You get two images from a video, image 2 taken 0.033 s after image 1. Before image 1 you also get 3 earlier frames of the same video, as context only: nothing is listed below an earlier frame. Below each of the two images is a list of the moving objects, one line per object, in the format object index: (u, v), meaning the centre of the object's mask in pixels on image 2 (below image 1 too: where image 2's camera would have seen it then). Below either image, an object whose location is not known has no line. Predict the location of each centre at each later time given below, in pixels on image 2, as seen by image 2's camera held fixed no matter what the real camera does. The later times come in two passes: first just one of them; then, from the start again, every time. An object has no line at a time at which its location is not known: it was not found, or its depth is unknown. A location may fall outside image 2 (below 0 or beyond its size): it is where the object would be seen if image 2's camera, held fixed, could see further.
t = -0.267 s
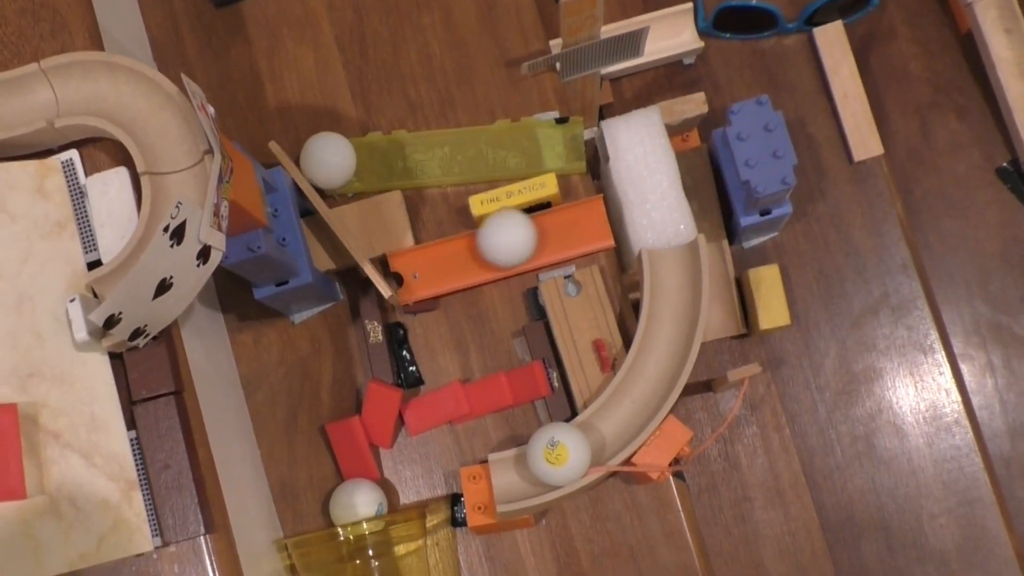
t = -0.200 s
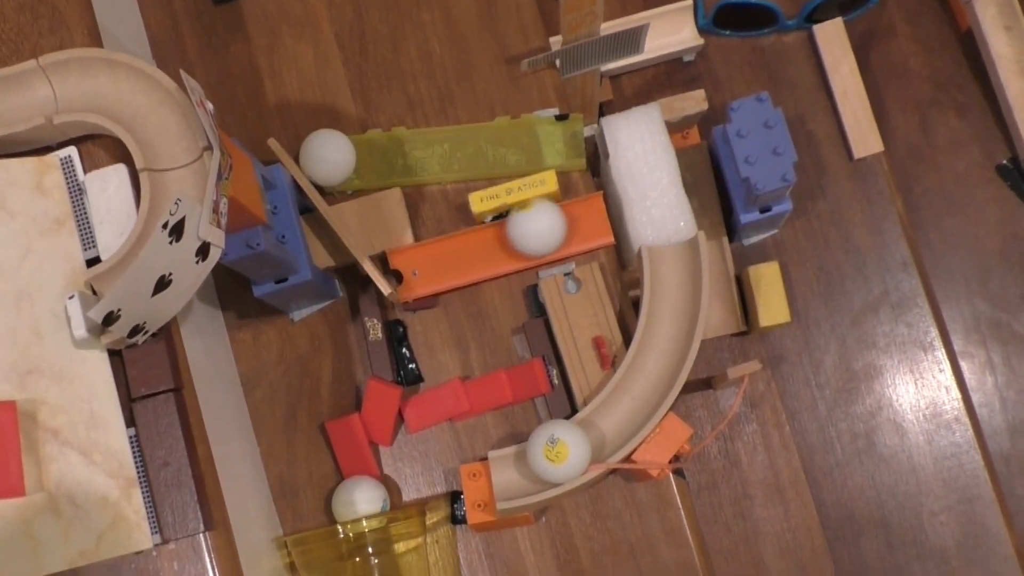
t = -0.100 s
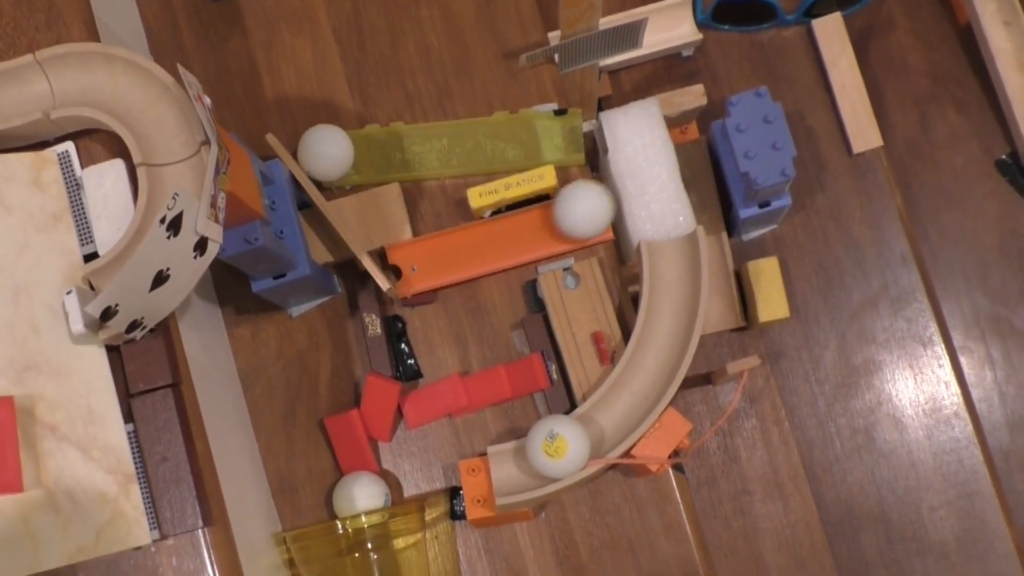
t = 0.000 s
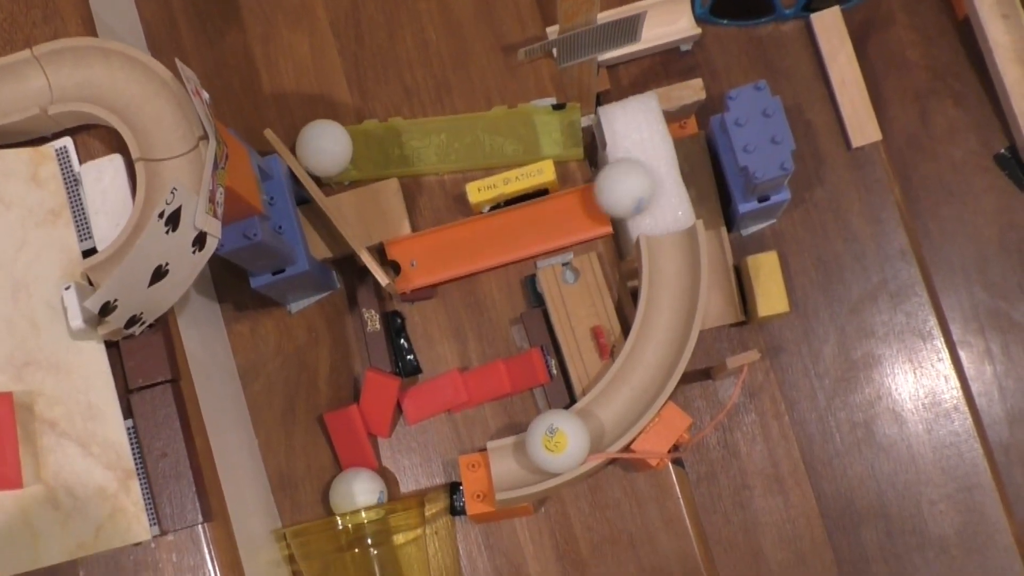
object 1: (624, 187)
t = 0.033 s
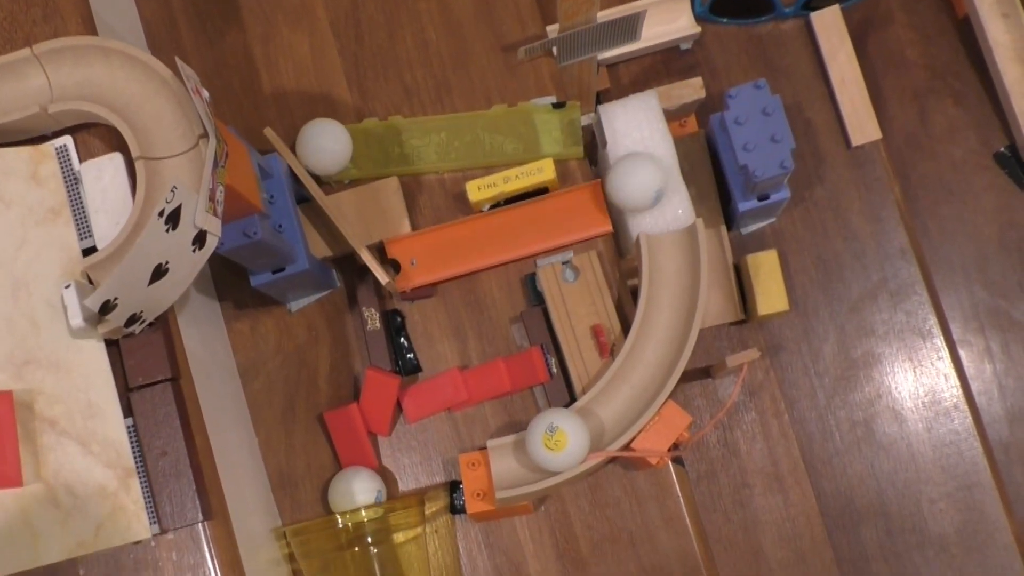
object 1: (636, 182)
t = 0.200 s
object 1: (694, 161)
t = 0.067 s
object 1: (650, 177)
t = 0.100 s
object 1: (661, 172)
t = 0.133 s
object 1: (672, 168)
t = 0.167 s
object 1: (683, 164)
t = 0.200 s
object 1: (694, 161)
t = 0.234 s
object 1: (705, 160)
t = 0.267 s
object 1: (714, 162)
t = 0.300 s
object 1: (722, 167)
